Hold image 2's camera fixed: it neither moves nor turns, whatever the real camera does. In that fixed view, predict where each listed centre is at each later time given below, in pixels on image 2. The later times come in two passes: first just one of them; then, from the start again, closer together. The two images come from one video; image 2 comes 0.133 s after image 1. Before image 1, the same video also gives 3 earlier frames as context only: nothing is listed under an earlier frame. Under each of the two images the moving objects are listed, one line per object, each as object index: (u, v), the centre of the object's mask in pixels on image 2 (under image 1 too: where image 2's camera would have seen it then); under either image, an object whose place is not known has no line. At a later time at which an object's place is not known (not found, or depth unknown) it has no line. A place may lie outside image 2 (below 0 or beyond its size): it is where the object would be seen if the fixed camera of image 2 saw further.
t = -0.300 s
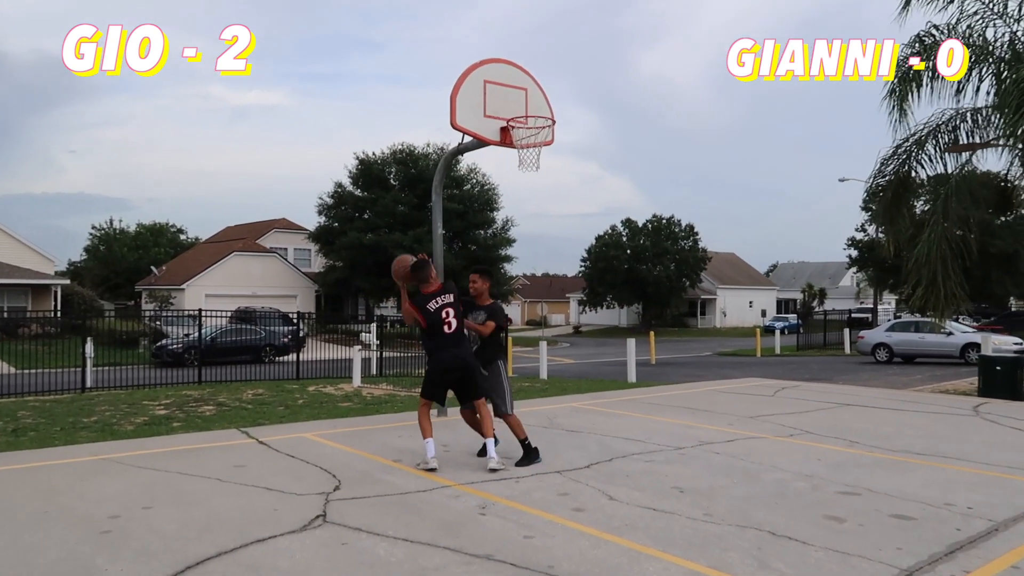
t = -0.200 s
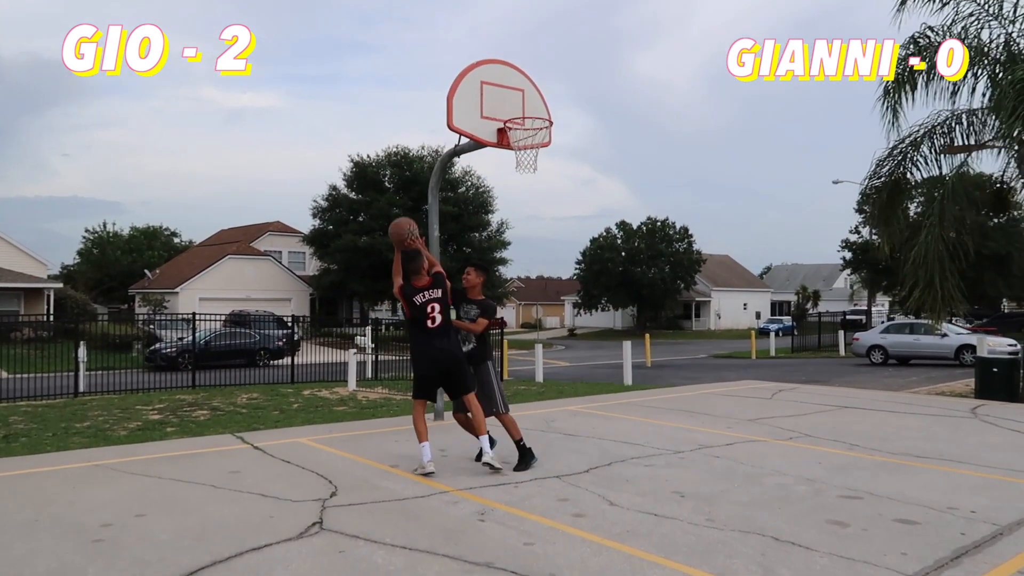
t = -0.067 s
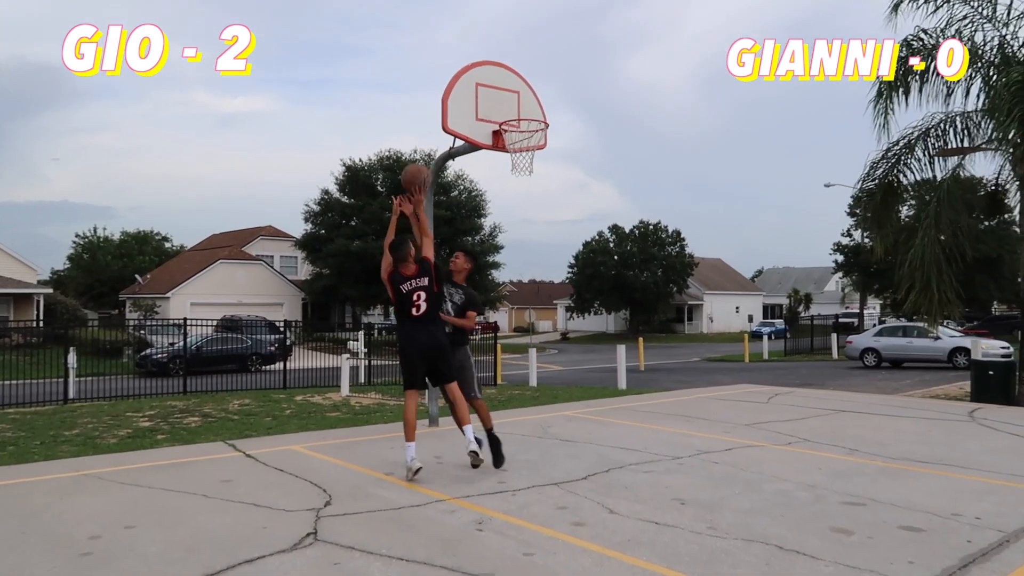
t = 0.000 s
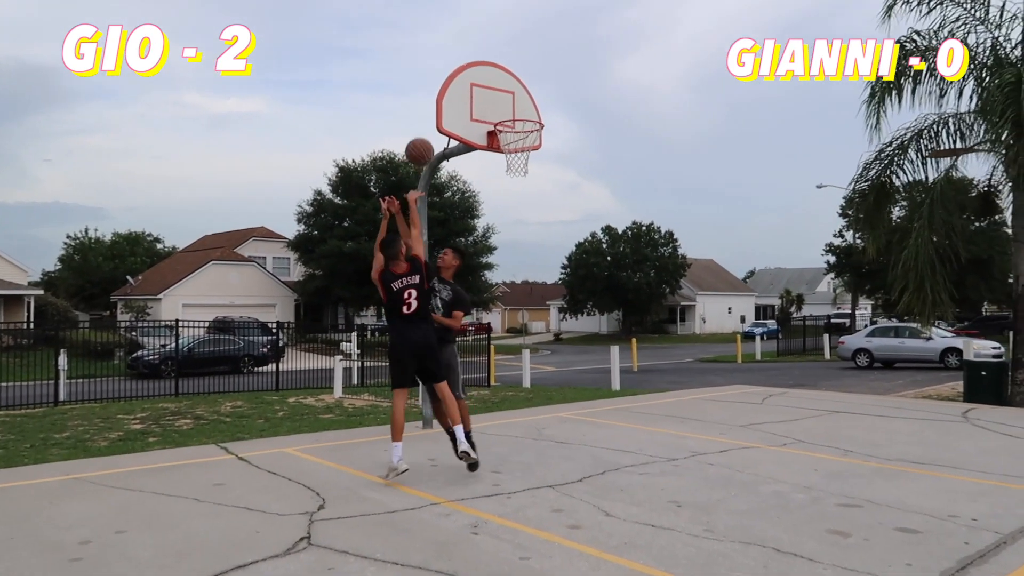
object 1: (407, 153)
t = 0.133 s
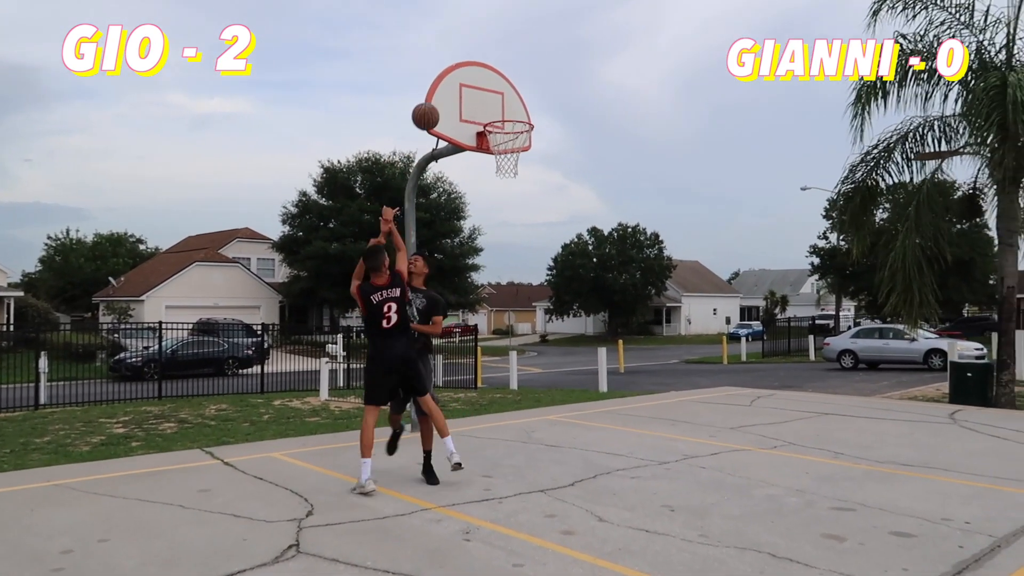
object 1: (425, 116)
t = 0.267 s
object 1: (440, 103)
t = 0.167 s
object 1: (430, 111)
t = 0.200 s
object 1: (433, 107)
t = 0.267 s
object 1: (440, 103)
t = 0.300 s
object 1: (445, 102)
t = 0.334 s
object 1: (449, 104)
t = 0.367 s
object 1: (452, 106)
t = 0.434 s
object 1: (459, 113)
